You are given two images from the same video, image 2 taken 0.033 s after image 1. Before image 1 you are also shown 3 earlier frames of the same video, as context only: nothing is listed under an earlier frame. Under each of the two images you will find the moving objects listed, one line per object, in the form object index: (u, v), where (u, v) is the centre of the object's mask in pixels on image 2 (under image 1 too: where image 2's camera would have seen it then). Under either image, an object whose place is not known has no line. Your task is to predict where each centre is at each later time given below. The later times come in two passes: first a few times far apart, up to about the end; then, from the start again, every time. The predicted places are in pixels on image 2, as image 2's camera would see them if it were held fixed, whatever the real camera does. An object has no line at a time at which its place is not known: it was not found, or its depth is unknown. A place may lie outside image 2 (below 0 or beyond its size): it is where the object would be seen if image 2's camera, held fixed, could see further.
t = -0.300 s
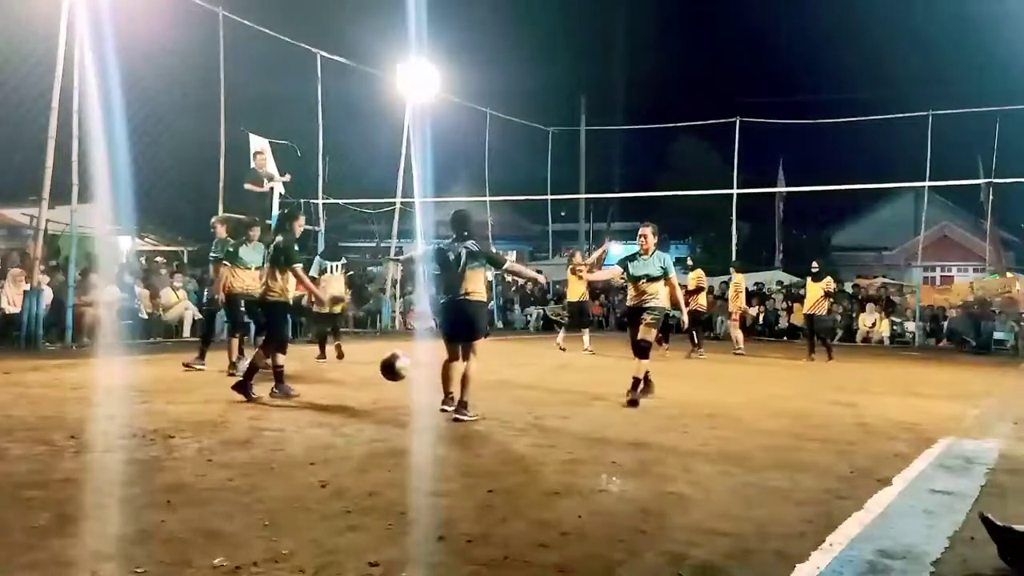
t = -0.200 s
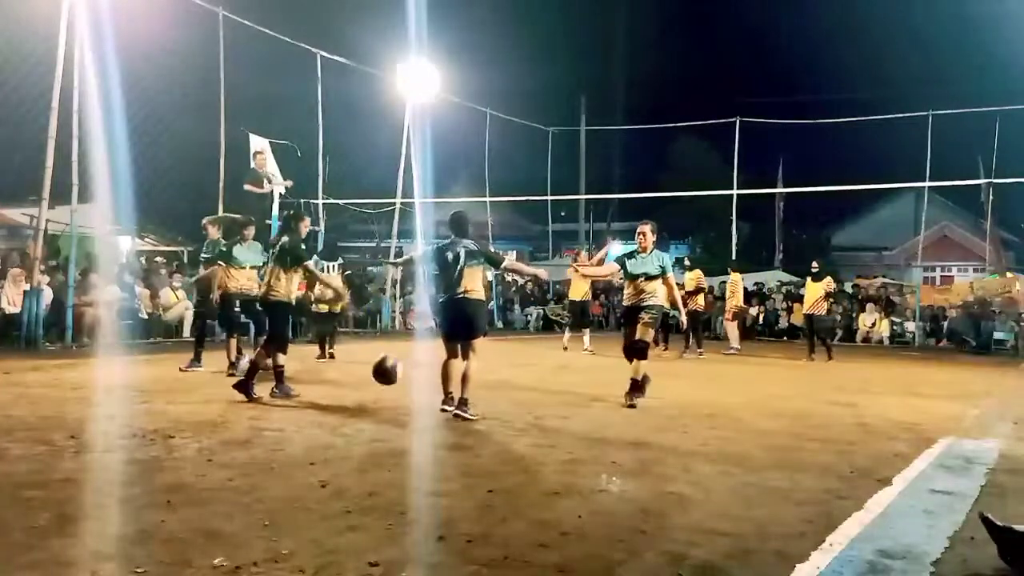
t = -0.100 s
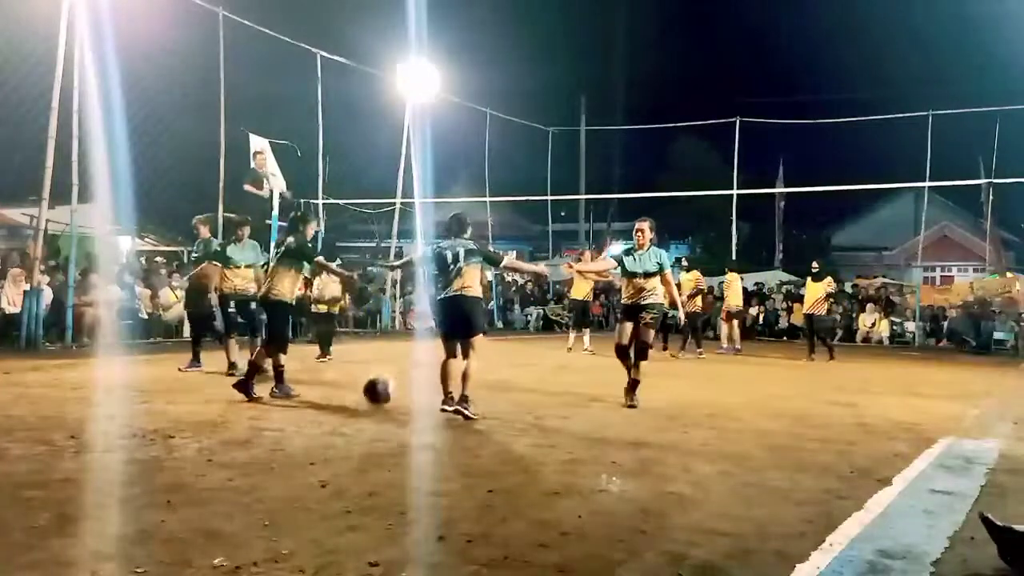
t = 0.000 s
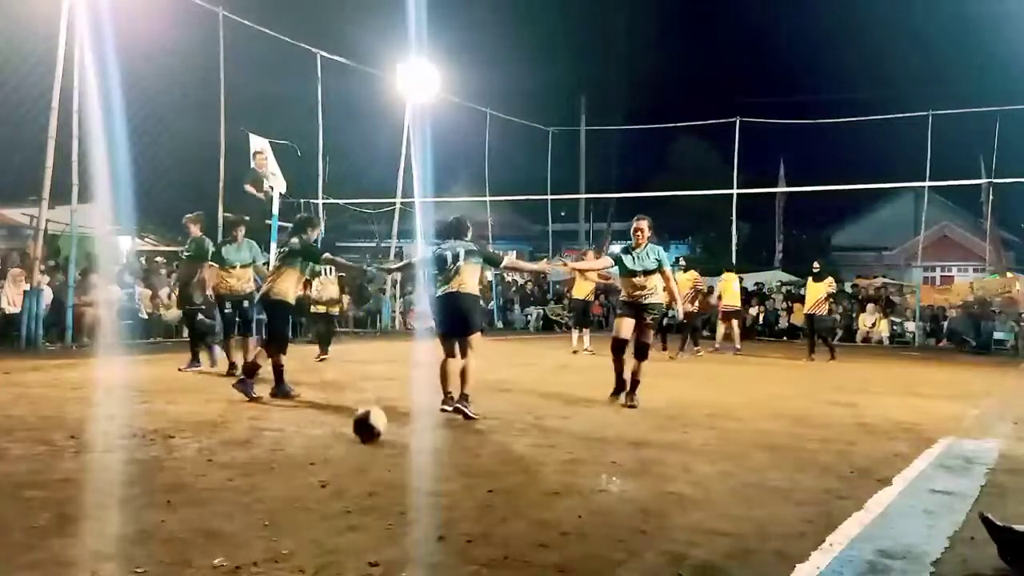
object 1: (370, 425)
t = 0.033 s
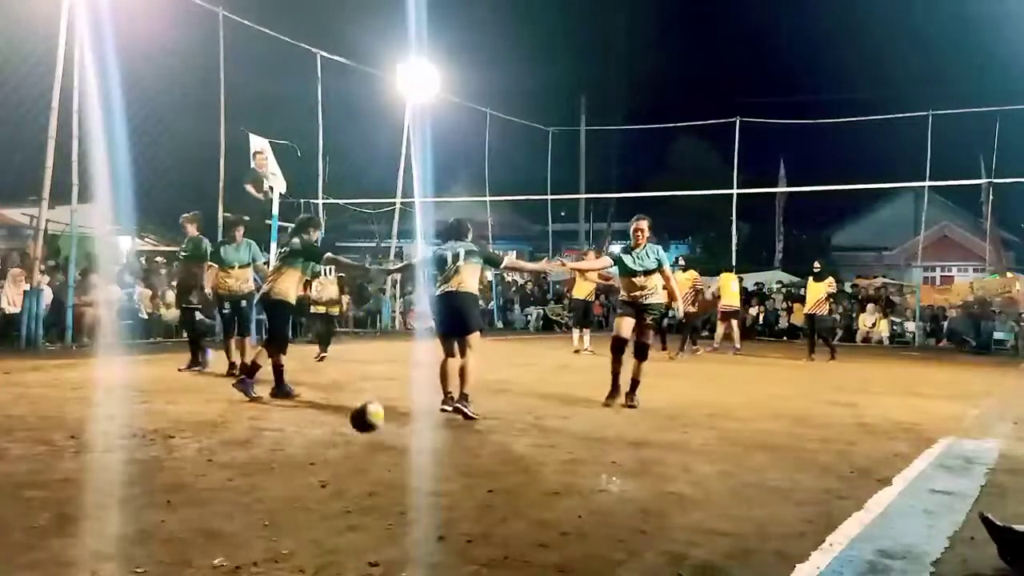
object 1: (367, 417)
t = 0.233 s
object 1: (348, 396)
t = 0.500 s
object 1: (317, 433)
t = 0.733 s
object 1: (287, 443)
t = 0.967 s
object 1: (255, 450)
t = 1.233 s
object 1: (211, 479)
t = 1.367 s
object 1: (184, 510)
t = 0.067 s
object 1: (364, 409)
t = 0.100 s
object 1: (361, 403)
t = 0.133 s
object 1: (358, 398)
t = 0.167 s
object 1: (355, 396)
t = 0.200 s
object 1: (352, 395)
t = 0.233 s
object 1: (348, 396)
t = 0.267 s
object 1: (345, 398)
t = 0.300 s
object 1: (341, 403)
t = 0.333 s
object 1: (338, 408)
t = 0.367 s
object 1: (334, 417)
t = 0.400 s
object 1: (330, 429)
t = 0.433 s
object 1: (325, 445)
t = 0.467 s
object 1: (321, 438)
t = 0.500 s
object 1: (317, 433)
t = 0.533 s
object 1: (314, 427)
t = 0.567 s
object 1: (310, 424)
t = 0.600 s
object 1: (305, 424)
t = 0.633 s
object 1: (301, 425)
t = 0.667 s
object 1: (297, 429)
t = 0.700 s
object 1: (291, 435)
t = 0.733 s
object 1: (287, 443)
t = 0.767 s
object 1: (281, 456)
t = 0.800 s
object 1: (276, 464)
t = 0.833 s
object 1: (272, 456)
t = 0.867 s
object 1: (268, 452)
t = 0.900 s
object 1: (264, 449)
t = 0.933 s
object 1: (260, 448)
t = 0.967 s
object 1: (255, 450)
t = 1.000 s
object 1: (250, 455)
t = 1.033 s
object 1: (245, 462)
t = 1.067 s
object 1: (240, 472)
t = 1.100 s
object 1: (234, 487)
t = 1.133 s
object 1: (228, 486)
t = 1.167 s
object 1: (223, 481)
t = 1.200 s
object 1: (217, 478)
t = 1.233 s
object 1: (211, 479)
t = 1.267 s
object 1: (205, 481)
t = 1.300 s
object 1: (198, 487)
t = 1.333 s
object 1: (192, 497)
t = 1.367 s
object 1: (184, 510)
